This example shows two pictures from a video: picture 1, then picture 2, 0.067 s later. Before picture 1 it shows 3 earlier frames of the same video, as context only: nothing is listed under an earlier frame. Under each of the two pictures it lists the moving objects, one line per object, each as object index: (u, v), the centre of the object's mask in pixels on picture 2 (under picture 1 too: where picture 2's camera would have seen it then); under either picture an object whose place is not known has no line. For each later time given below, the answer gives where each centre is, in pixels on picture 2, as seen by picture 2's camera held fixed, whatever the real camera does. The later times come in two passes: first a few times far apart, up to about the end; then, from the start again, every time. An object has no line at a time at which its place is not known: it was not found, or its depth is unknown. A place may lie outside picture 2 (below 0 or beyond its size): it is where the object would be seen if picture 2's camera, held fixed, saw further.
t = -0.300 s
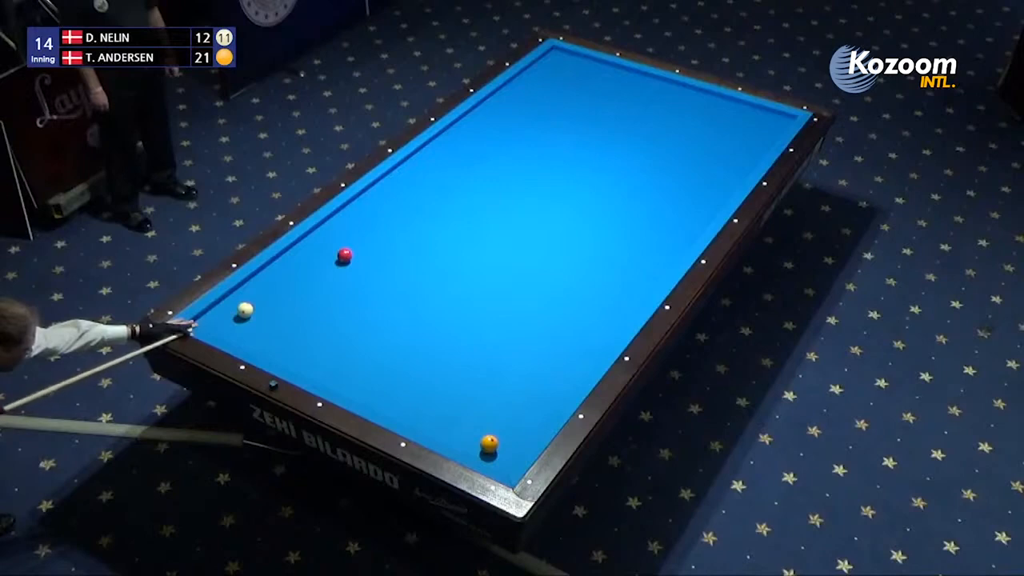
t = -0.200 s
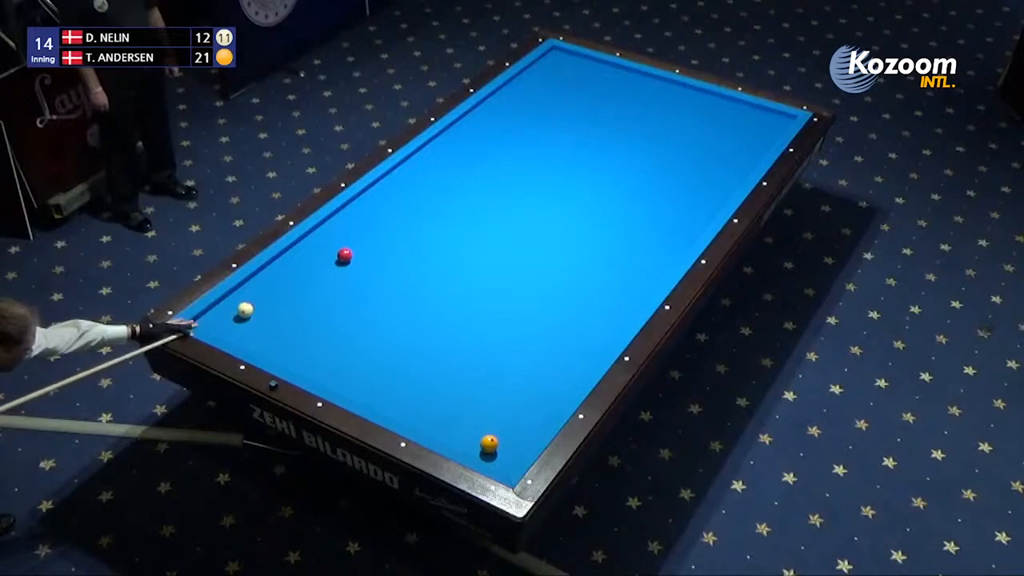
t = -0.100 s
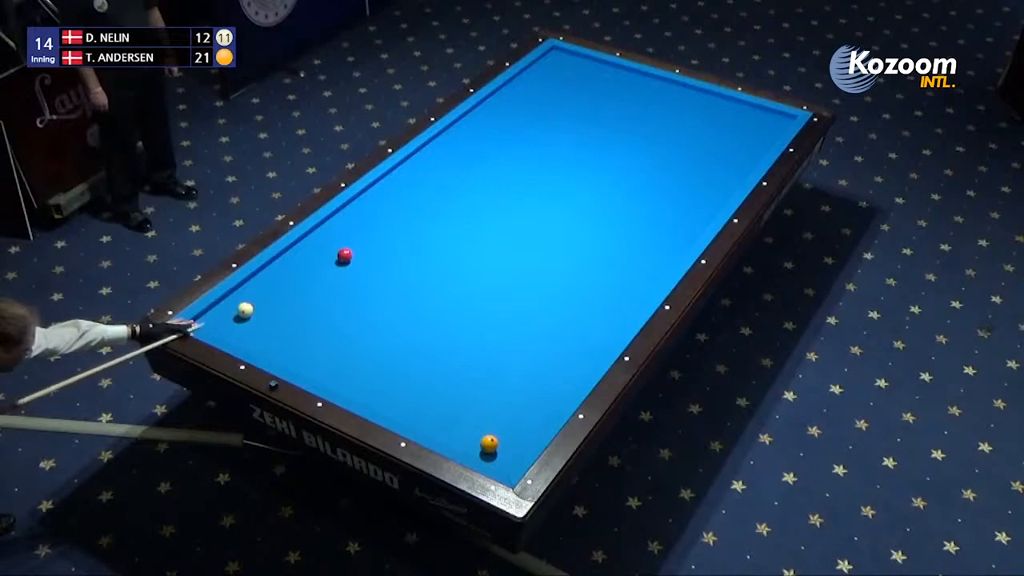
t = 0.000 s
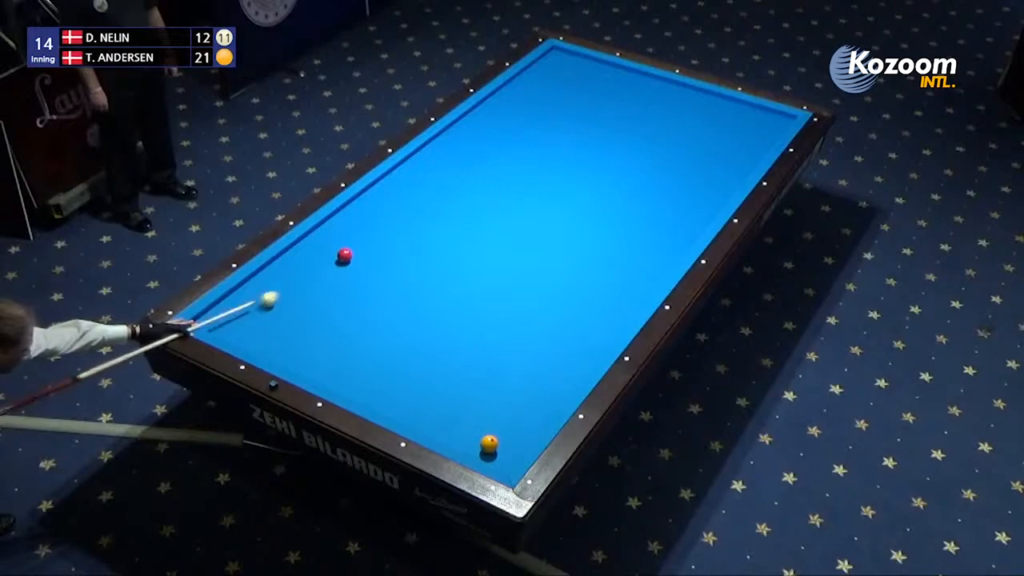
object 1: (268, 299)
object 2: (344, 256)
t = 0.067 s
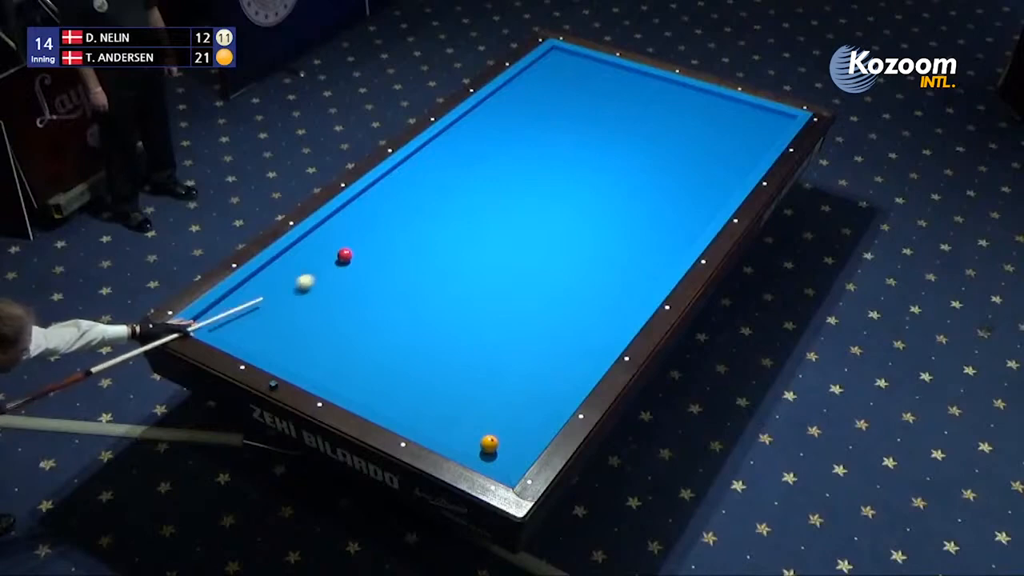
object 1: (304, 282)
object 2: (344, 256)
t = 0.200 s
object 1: (368, 263)
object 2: (346, 245)
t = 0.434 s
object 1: (471, 249)
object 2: (351, 211)
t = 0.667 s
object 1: (569, 234)
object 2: (377, 195)
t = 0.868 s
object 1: (649, 221)
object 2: (404, 185)
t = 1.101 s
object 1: (709, 199)
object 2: (433, 174)
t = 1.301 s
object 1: (700, 163)
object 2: (457, 166)
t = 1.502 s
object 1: (694, 132)
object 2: (481, 157)
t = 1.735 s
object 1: (689, 100)
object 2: (506, 148)
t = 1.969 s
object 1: (656, 90)
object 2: (531, 139)
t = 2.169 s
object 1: (615, 92)
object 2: (552, 131)
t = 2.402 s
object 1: (568, 95)
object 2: (574, 123)
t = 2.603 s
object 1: (527, 97)
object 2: (594, 116)
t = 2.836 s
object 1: (488, 103)
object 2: (614, 109)
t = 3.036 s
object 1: (491, 120)
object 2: (631, 103)
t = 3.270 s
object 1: (493, 139)
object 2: (650, 96)
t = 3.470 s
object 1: (494, 157)
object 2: (666, 90)
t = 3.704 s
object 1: (496, 178)
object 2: (680, 87)
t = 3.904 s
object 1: (497, 197)
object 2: (682, 94)
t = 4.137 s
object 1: (500, 219)
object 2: (685, 101)
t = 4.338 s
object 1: (502, 239)
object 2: (687, 108)
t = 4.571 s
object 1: (504, 264)
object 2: (689, 115)
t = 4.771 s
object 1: (505, 286)
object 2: (691, 122)
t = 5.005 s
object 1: (508, 312)
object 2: (693, 129)
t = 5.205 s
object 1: (510, 336)
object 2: (696, 135)
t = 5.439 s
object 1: (514, 366)
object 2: (698, 142)
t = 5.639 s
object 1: (514, 391)
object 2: (700, 148)
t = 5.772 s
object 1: (515, 408)
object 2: (701, 152)
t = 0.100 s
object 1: (321, 274)
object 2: (344, 256)
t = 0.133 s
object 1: (337, 267)
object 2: (345, 254)
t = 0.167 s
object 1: (353, 264)
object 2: (344, 251)
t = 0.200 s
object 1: (368, 263)
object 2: (346, 245)
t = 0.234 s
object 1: (383, 262)
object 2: (347, 239)
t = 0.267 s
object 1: (398, 260)
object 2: (347, 234)
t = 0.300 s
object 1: (413, 258)
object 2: (348, 229)
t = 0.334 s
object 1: (427, 257)
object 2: (349, 224)
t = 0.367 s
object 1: (443, 254)
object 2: (350, 219)
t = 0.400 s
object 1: (457, 252)
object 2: (350, 215)
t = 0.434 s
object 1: (471, 249)
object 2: (351, 211)
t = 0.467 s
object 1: (485, 247)
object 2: (352, 207)
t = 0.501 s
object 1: (500, 245)
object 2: (353, 203)
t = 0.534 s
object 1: (514, 243)
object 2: (358, 201)
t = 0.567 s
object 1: (528, 240)
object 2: (363, 200)
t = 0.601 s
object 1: (542, 238)
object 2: (368, 198)
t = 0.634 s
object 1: (555, 236)
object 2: (372, 197)
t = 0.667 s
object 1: (569, 234)
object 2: (377, 195)
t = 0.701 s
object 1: (583, 232)
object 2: (381, 194)
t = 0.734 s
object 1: (596, 229)
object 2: (386, 192)
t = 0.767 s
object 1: (609, 227)
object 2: (390, 190)
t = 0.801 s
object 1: (623, 225)
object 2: (395, 188)
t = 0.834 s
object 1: (636, 223)
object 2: (399, 187)
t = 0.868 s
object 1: (649, 221)
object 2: (404, 185)
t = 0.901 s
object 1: (662, 219)
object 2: (408, 184)
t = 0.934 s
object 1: (674, 217)
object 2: (412, 183)
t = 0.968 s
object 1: (687, 215)
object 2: (416, 181)
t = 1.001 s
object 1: (700, 213)
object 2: (421, 179)
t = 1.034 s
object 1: (712, 211)
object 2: (425, 178)
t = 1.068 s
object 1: (712, 205)
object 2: (429, 177)
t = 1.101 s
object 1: (709, 199)
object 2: (433, 174)
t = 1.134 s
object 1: (707, 192)
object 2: (437, 173)
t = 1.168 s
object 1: (705, 186)
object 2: (441, 172)
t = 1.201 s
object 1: (703, 180)
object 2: (445, 170)
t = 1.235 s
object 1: (702, 174)
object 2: (449, 169)
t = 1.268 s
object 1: (701, 169)
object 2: (453, 167)
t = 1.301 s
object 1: (700, 163)
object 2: (457, 166)
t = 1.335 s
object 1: (698, 158)
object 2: (461, 164)
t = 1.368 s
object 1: (697, 152)
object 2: (465, 163)
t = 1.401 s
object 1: (697, 148)
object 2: (469, 161)
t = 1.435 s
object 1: (696, 142)
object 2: (473, 160)
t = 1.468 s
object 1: (695, 137)
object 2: (477, 159)
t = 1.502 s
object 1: (694, 132)
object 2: (481, 157)
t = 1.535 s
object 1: (693, 128)
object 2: (484, 156)
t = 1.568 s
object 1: (693, 122)
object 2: (488, 154)
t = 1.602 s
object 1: (692, 118)
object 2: (492, 153)
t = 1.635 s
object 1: (691, 113)
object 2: (496, 152)
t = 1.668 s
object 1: (690, 109)
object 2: (499, 151)
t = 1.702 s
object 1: (689, 104)
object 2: (503, 149)
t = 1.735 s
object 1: (689, 100)
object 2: (506, 148)
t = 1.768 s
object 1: (688, 95)
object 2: (510, 146)
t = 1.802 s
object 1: (687, 91)
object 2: (514, 145)
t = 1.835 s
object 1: (686, 86)
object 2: (518, 144)
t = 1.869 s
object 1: (679, 87)
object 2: (521, 143)
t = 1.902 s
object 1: (671, 88)
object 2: (525, 142)
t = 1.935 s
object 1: (664, 89)
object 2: (528, 140)
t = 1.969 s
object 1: (656, 90)
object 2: (531, 139)
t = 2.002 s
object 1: (649, 91)
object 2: (535, 138)
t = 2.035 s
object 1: (642, 91)
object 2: (538, 136)
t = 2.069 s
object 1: (635, 91)
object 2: (542, 136)
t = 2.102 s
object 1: (629, 92)
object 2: (545, 134)
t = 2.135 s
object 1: (622, 92)
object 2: (549, 132)
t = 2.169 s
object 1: (615, 92)
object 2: (552, 131)
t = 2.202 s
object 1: (609, 93)
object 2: (555, 130)
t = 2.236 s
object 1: (602, 93)
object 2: (558, 129)
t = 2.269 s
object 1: (595, 94)
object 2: (562, 128)
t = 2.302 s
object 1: (588, 94)
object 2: (565, 127)
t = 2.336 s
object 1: (581, 94)
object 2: (568, 125)
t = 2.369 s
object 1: (574, 95)
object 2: (571, 124)
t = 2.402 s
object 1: (568, 95)
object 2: (574, 123)
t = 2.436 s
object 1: (561, 96)
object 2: (578, 122)
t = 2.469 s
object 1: (554, 96)
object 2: (581, 121)
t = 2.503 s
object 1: (547, 96)
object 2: (584, 120)
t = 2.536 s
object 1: (541, 97)
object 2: (587, 119)
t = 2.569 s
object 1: (534, 97)
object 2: (590, 118)
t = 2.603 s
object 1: (527, 97)
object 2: (594, 116)
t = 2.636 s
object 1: (521, 98)
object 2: (596, 115)
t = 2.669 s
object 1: (514, 98)
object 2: (599, 114)
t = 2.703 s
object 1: (507, 99)
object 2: (602, 113)
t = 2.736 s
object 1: (500, 99)
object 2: (605, 112)
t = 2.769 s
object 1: (493, 99)
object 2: (608, 111)
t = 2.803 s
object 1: (487, 100)
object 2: (611, 110)
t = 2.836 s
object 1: (488, 103)
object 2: (614, 109)
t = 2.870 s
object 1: (489, 106)
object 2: (617, 108)
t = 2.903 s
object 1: (490, 109)
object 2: (620, 107)
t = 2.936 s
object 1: (490, 111)
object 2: (623, 106)
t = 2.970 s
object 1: (491, 114)
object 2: (626, 105)
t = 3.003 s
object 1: (491, 117)
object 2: (629, 103)
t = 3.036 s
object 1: (491, 120)
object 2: (631, 103)
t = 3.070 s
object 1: (491, 122)
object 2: (634, 102)
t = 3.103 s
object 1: (492, 125)
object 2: (637, 101)
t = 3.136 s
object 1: (492, 128)
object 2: (640, 99)
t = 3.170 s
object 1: (492, 131)
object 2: (642, 98)
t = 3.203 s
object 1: (492, 134)
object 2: (645, 97)
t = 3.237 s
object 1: (492, 136)
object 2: (648, 96)
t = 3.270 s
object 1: (493, 139)
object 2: (650, 96)
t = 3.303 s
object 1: (493, 142)
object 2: (653, 95)
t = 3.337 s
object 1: (493, 145)
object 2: (656, 94)
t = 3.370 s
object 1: (493, 148)
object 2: (659, 93)
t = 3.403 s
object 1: (493, 151)
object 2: (661, 92)
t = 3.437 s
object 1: (494, 154)
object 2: (664, 91)
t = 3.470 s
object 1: (494, 157)
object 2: (666, 90)
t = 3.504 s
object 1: (494, 160)
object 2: (669, 89)
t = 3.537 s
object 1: (495, 163)
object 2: (672, 88)
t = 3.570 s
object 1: (495, 166)
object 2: (674, 87)
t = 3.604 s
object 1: (495, 169)
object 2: (676, 86)
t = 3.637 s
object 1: (496, 172)
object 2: (679, 85)
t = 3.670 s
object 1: (496, 175)
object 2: (680, 86)
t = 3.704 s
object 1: (496, 178)
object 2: (680, 87)
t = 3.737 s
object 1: (496, 181)
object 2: (681, 88)
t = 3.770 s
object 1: (497, 184)
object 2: (681, 89)
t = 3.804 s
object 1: (497, 187)
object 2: (681, 90)
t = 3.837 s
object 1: (497, 190)
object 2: (682, 91)
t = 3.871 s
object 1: (497, 193)
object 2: (682, 92)
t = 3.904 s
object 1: (497, 197)
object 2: (682, 94)
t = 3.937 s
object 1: (498, 200)
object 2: (683, 95)
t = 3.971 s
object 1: (498, 203)
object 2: (683, 96)
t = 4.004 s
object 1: (498, 206)
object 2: (683, 97)
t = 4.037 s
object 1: (499, 210)
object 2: (684, 98)
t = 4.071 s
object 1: (499, 213)
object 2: (684, 99)
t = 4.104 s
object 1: (499, 216)
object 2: (684, 100)
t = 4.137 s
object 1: (500, 219)
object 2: (685, 101)
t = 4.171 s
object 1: (500, 223)
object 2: (685, 102)
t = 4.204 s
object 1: (500, 226)
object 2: (685, 103)
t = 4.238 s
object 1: (501, 229)
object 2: (686, 104)
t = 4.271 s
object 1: (501, 233)
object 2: (686, 106)
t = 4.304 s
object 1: (501, 236)
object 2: (686, 107)
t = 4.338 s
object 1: (502, 239)
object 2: (687, 108)
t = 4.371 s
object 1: (502, 243)
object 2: (687, 109)
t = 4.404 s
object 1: (502, 246)
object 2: (687, 110)
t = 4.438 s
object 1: (503, 250)
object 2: (688, 111)
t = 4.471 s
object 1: (503, 253)
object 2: (688, 112)
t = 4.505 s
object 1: (503, 257)
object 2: (688, 113)
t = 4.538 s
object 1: (503, 261)
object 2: (689, 114)
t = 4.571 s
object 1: (504, 264)
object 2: (689, 115)
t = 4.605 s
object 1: (504, 268)
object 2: (689, 116)
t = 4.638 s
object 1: (504, 272)
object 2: (690, 117)
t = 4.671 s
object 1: (504, 275)
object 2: (690, 119)
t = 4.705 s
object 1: (505, 279)
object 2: (691, 120)
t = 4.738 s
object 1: (505, 283)
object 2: (691, 120)
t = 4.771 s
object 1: (505, 286)
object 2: (691, 122)
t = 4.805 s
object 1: (506, 290)
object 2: (692, 122)
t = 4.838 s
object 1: (506, 293)
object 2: (692, 123)
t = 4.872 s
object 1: (506, 297)
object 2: (692, 125)
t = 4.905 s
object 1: (506, 301)
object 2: (693, 126)
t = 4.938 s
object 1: (507, 305)
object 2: (693, 127)
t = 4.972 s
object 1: (507, 309)
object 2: (693, 128)
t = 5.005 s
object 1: (508, 312)
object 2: (693, 129)
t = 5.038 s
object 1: (508, 316)
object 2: (694, 130)
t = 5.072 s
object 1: (508, 320)
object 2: (694, 132)
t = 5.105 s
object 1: (509, 324)
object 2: (694, 132)
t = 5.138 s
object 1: (509, 329)
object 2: (695, 133)
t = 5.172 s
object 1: (509, 332)
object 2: (695, 134)
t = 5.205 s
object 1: (510, 336)
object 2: (696, 135)
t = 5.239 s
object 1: (510, 340)
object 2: (696, 136)
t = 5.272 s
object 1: (510, 344)
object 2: (696, 137)
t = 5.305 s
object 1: (510, 348)
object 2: (696, 138)
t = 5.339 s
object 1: (512, 352)
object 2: (697, 139)
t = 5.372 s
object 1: (514, 359)
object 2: (697, 140)
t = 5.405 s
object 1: (515, 361)
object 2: (698, 141)
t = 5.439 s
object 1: (514, 366)
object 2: (698, 142)
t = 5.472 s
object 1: (514, 370)
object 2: (698, 143)
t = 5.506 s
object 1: (509, 373)
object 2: (698, 144)
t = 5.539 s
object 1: (511, 377)
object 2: (699, 145)
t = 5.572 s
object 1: (513, 383)
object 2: (699, 146)
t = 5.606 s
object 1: (513, 386)
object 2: (699, 147)
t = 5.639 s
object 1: (514, 391)
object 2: (700, 148)
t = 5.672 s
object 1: (514, 395)
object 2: (700, 149)
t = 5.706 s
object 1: (515, 399)
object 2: (700, 150)
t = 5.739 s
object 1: (515, 403)
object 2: (700, 152)
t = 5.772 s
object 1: (515, 408)
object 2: (701, 152)
